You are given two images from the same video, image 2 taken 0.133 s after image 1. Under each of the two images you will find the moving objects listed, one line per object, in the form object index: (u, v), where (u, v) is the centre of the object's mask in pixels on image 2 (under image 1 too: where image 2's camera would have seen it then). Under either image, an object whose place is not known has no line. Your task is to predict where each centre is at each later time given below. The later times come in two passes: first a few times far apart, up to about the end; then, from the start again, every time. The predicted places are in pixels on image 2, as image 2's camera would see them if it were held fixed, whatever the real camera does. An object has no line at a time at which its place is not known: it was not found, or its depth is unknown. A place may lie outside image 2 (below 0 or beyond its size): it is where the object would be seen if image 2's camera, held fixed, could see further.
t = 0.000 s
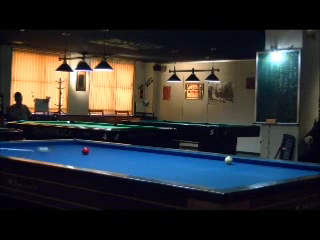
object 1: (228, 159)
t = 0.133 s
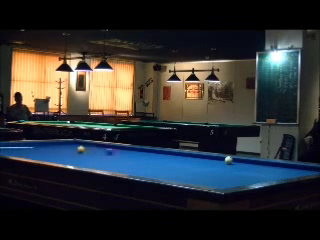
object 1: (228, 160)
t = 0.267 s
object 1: (229, 159)
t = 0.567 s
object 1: (229, 159)
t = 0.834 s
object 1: (229, 159)
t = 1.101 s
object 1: (228, 159)
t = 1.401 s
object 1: (228, 159)
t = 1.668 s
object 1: (228, 159)
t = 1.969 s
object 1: (228, 159)
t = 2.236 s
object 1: (228, 159)
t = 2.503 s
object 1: (228, 159)
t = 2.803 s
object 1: (229, 159)
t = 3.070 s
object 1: (229, 159)
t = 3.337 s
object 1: (229, 159)
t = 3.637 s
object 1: (229, 159)
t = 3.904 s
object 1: (228, 159)
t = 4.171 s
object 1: (229, 159)
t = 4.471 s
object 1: (229, 159)
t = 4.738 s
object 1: (228, 159)
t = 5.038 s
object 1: (236, 160)
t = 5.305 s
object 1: (248, 161)
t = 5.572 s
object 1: (259, 161)
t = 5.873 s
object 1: (271, 162)
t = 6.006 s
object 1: (278, 163)
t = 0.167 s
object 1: (228, 159)
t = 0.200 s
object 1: (229, 159)
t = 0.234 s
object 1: (228, 159)
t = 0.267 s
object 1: (229, 159)
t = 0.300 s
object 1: (229, 159)
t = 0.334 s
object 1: (228, 159)
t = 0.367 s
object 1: (229, 159)
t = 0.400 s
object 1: (229, 159)
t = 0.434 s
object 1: (229, 159)
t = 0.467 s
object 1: (229, 159)
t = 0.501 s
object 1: (229, 159)
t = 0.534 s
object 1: (229, 159)
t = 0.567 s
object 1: (229, 159)
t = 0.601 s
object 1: (229, 159)
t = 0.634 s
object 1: (228, 159)
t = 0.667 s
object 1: (229, 159)
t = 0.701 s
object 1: (229, 159)
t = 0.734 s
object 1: (229, 159)
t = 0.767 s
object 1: (228, 160)
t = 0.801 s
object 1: (229, 159)
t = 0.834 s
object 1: (229, 159)
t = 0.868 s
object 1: (229, 159)
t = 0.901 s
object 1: (229, 159)
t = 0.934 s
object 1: (229, 159)
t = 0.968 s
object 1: (229, 159)
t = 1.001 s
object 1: (229, 159)
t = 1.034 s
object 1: (228, 160)
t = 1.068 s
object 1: (229, 159)
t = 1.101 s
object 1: (228, 159)
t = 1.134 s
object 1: (229, 159)
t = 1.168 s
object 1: (229, 159)
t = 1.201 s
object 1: (229, 159)
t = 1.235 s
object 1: (229, 159)
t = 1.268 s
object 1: (229, 159)
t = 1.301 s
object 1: (228, 159)
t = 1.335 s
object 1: (229, 159)
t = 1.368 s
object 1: (228, 159)
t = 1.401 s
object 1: (228, 159)
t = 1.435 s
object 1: (228, 159)
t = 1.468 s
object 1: (228, 159)
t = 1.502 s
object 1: (228, 159)
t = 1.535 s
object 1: (228, 159)
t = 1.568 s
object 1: (228, 159)
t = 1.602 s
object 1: (228, 159)
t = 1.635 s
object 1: (228, 159)
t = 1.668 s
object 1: (228, 159)
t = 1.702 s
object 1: (228, 159)
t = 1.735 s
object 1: (228, 159)
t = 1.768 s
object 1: (228, 159)
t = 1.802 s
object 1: (228, 159)
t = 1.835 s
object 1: (228, 159)
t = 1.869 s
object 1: (229, 159)
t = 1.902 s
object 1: (228, 159)
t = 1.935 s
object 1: (228, 159)
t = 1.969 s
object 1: (228, 159)
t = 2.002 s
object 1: (228, 159)
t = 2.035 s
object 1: (228, 159)
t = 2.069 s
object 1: (229, 159)
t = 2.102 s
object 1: (228, 159)
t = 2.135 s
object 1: (228, 159)
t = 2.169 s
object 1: (229, 159)
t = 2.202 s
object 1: (228, 159)
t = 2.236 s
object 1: (228, 159)
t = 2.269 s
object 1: (228, 159)
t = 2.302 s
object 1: (228, 159)
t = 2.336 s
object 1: (228, 159)
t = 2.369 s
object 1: (228, 159)
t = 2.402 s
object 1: (228, 159)
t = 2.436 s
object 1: (228, 159)
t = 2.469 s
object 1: (228, 159)
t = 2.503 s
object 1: (228, 159)
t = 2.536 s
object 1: (228, 159)
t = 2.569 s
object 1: (228, 159)
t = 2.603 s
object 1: (228, 159)
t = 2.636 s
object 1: (228, 159)
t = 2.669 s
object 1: (228, 159)
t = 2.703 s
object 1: (228, 159)
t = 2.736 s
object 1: (228, 159)
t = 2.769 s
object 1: (228, 159)
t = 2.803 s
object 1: (229, 159)
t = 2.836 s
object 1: (229, 159)
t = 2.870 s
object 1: (229, 159)
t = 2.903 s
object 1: (229, 159)
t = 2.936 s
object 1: (229, 159)
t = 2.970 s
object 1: (229, 159)
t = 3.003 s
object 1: (229, 159)
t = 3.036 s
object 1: (229, 159)
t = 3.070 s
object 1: (229, 159)
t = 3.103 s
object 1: (229, 159)
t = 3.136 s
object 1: (228, 159)
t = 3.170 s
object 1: (229, 159)
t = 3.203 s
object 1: (229, 159)
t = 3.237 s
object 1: (229, 159)
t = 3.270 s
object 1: (229, 159)
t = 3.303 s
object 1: (229, 159)
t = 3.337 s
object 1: (229, 159)
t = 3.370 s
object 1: (229, 159)
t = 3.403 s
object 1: (229, 159)
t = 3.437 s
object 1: (229, 159)
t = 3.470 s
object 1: (228, 159)
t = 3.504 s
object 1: (229, 159)
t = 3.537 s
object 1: (229, 159)
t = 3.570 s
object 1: (228, 159)
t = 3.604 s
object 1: (229, 159)
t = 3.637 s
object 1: (229, 159)
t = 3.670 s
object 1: (229, 159)
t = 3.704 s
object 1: (229, 159)
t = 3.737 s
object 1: (229, 159)
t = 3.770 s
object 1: (229, 159)
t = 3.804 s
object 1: (229, 159)
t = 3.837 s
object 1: (229, 159)
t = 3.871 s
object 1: (229, 159)
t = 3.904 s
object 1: (228, 159)
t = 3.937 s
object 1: (229, 159)
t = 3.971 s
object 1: (228, 159)
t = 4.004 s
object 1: (229, 159)
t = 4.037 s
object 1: (229, 159)
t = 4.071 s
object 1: (228, 159)
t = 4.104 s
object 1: (229, 159)
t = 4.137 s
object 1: (229, 159)
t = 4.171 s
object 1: (229, 159)
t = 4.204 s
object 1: (229, 159)
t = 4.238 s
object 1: (229, 159)
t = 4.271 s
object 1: (229, 159)
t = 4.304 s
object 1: (229, 159)
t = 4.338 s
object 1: (229, 159)
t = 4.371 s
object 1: (229, 159)
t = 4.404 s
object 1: (229, 159)
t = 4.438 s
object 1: (229, 159)
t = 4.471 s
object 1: (229, 159)
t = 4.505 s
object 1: (229, 159)
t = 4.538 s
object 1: (229, 159)
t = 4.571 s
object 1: (228, 159)
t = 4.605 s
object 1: (228, 159)
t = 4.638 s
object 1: (228, 159)
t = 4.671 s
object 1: (228, 159)
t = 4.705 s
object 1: (228, 159)
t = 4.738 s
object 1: (228, 159)
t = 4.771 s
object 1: (228, 159)
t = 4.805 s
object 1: (228, 159)
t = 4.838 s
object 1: (228, 159)
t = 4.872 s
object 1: (228, 159)
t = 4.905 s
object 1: (229, 159)
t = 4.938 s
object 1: (231, 160)
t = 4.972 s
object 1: (233, 159)
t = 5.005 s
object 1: (234, 160)
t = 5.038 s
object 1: (236, 160)
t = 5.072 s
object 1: (237, 160)
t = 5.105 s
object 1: (239, 160)
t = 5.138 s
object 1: (240, 160)
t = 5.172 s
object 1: (242, 160)
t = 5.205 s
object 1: (243, 160)
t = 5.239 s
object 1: (245, 160)
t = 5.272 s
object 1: (246, 161)
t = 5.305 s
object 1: (248, 161)
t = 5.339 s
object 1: (249, 161)
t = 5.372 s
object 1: (251, 161)
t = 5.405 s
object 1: (252, 161)
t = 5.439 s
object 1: (254, 161)
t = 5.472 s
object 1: (255, 161)
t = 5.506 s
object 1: (256, 161)
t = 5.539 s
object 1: (258, 161)
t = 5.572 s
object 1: (259, 161)
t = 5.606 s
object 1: (261, 161)
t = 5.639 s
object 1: (262, 162)
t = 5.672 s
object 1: (263, 162)
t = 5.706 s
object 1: (265, 162)
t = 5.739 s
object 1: (266, 162)
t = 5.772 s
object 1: (267, 162)
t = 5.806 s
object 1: (269, 162)
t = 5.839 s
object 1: (270, 162)
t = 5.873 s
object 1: (271, 162)
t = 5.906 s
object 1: (273, 162)
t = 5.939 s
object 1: (275, 163)
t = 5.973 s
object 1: (276, 162)
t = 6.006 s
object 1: (278, 163)
